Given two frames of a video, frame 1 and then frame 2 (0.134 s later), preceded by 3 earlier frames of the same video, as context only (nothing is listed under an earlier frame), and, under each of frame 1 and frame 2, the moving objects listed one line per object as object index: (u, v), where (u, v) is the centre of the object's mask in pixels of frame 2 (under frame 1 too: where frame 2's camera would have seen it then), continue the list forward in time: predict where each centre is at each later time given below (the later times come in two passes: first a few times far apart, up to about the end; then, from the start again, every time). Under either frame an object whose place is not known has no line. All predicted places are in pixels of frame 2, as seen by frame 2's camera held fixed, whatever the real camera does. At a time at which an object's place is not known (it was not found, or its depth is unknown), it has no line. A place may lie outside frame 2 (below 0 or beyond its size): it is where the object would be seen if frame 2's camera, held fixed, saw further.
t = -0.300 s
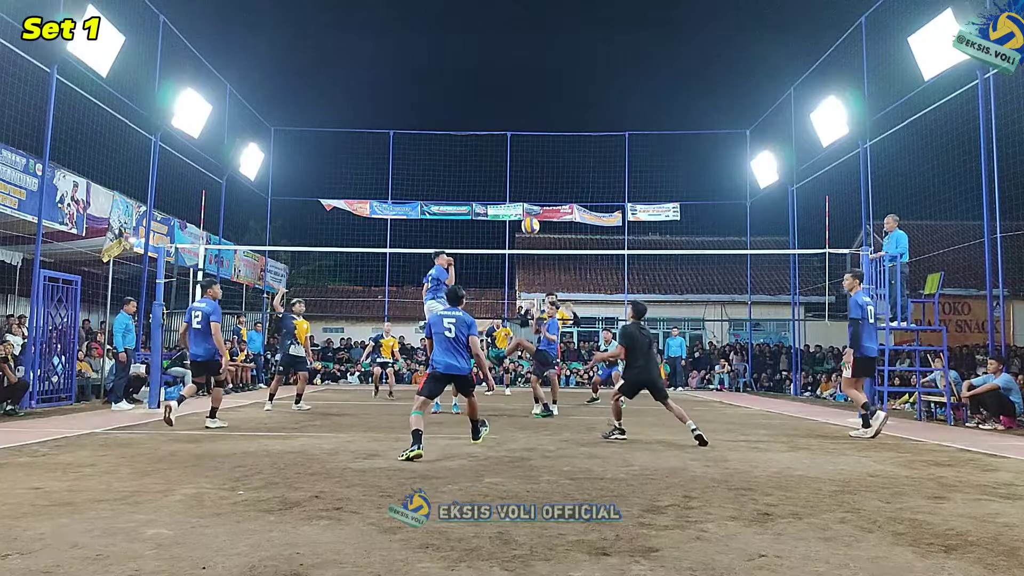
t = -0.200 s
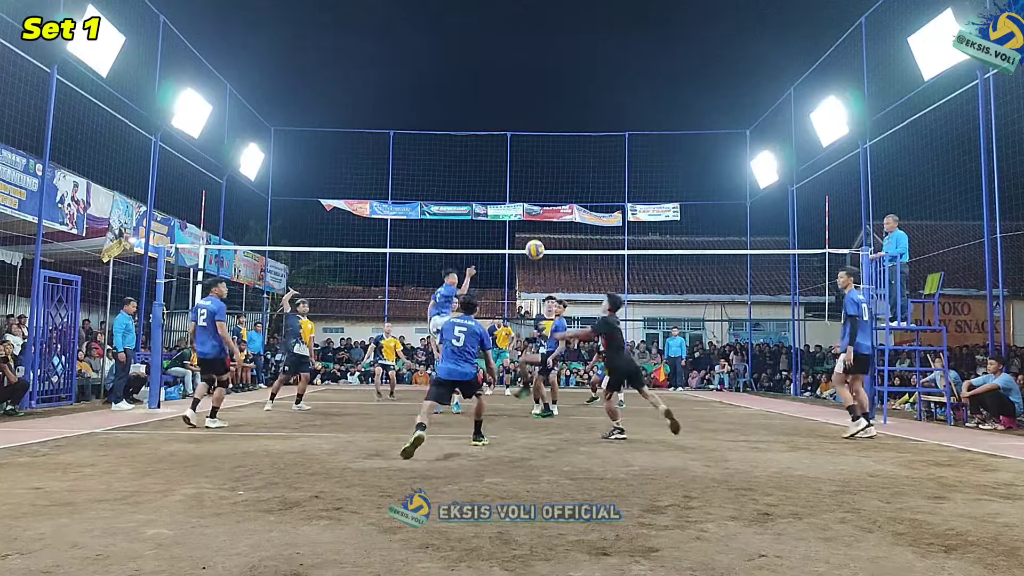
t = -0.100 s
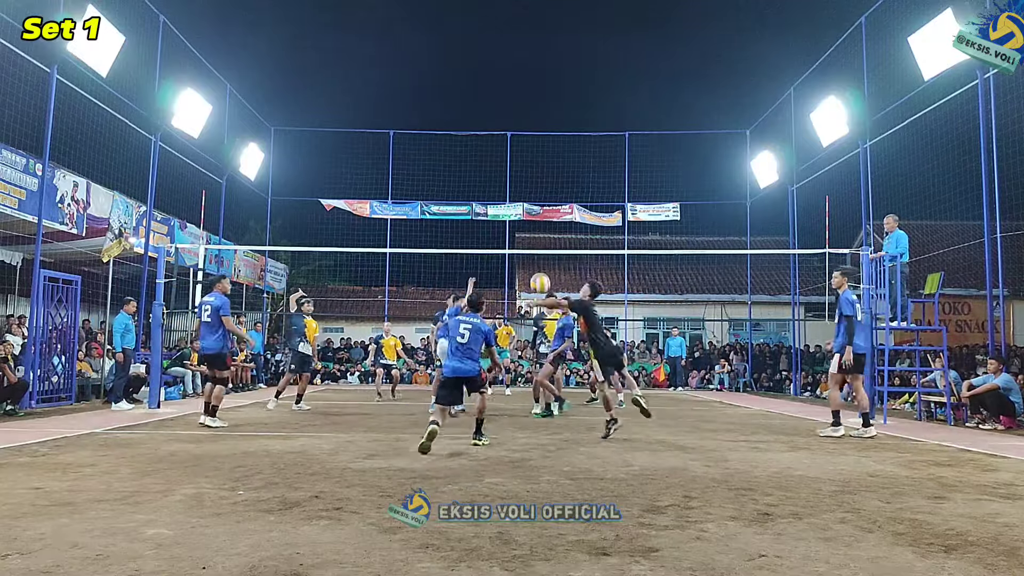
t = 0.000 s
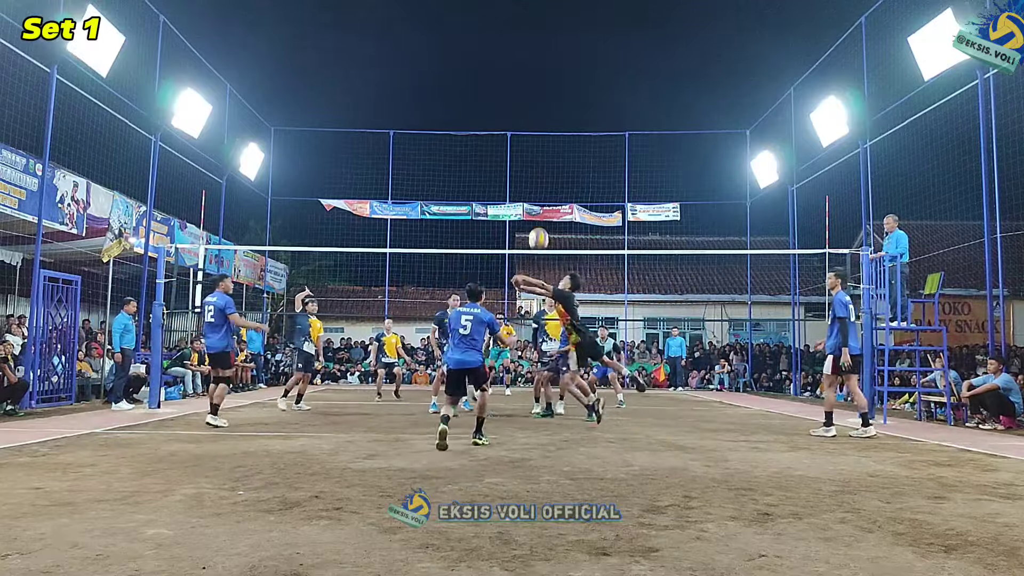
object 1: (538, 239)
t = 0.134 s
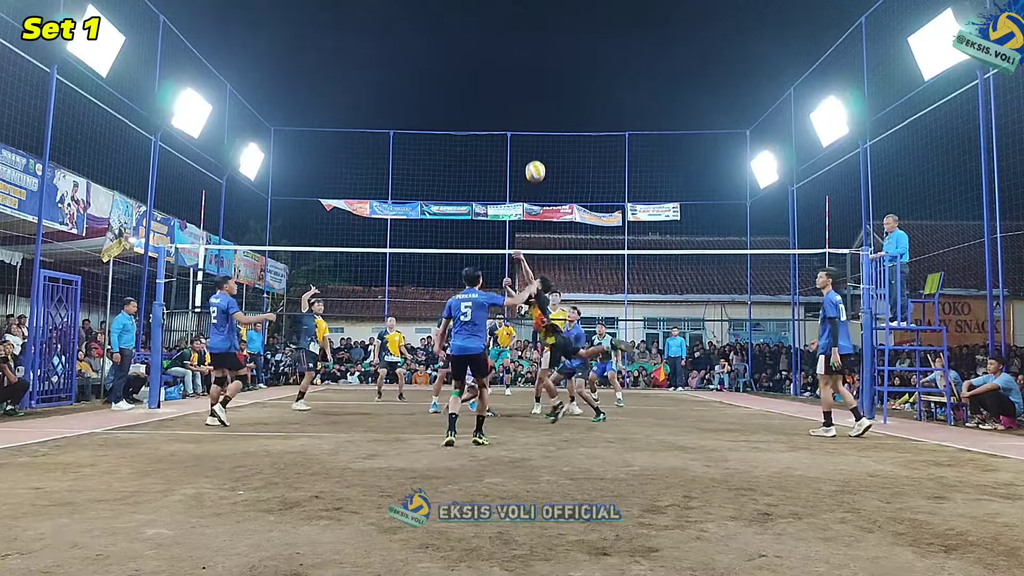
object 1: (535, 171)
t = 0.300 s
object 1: (532, 110)
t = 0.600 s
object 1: (527, 63)
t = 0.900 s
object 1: (521, 90)
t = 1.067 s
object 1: (517, 134)
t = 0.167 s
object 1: (534, 157)
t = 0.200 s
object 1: (534, 144)
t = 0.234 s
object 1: (533, 132)
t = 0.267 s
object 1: (532, 121)
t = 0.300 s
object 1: (532, 110)
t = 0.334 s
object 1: (531, 101)
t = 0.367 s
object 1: (531, 93)
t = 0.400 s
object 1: (530, 86)
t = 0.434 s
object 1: (530, 80)
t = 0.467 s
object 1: (529, 75)
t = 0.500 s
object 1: (528, 70)
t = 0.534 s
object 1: (528, 67)
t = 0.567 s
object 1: (527, 65)
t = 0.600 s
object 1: (527, 63)
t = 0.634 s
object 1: (526, 62)
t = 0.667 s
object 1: (526, 63)
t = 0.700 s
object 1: (525, 64)
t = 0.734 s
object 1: (524, 66)
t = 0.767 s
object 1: (524, 69)
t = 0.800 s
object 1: (523, 73)
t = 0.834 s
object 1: (522, 78)
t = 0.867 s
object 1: (522, 83)
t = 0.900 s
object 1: (521, 90)
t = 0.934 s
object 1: (520, 97)
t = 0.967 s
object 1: (520, 105)
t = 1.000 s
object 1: (519, 114)
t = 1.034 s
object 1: (518, 123)
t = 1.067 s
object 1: (517, 134)
